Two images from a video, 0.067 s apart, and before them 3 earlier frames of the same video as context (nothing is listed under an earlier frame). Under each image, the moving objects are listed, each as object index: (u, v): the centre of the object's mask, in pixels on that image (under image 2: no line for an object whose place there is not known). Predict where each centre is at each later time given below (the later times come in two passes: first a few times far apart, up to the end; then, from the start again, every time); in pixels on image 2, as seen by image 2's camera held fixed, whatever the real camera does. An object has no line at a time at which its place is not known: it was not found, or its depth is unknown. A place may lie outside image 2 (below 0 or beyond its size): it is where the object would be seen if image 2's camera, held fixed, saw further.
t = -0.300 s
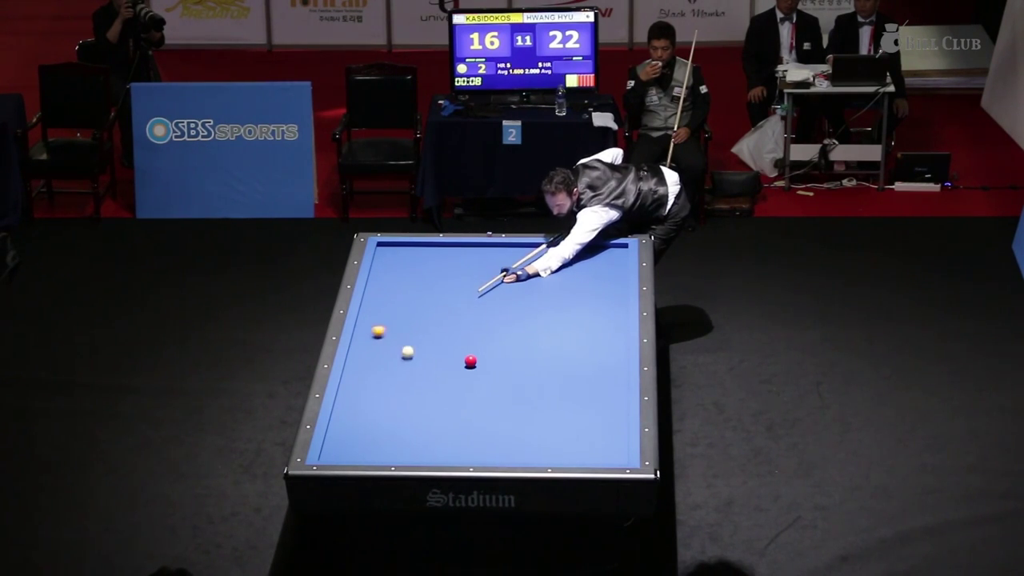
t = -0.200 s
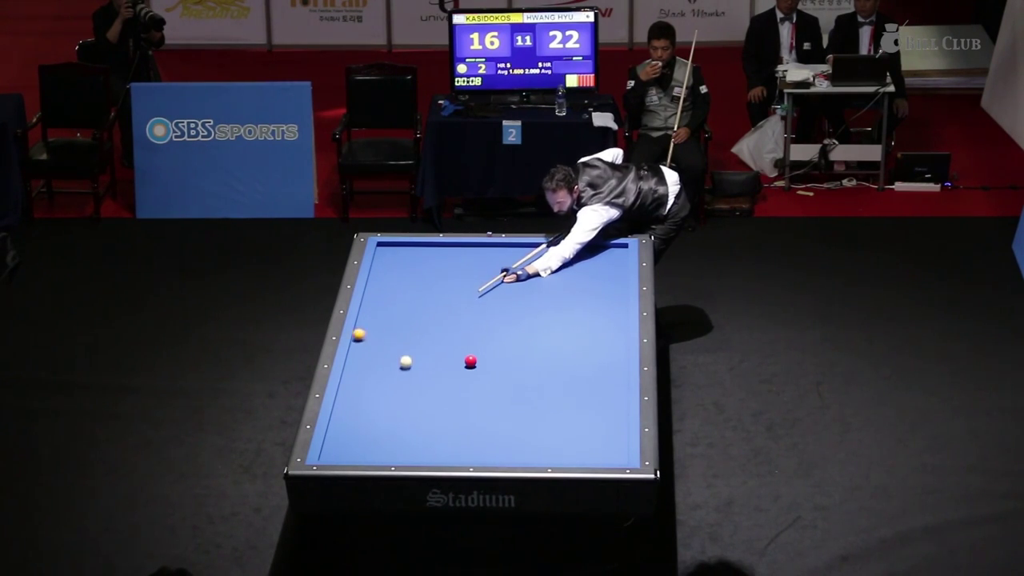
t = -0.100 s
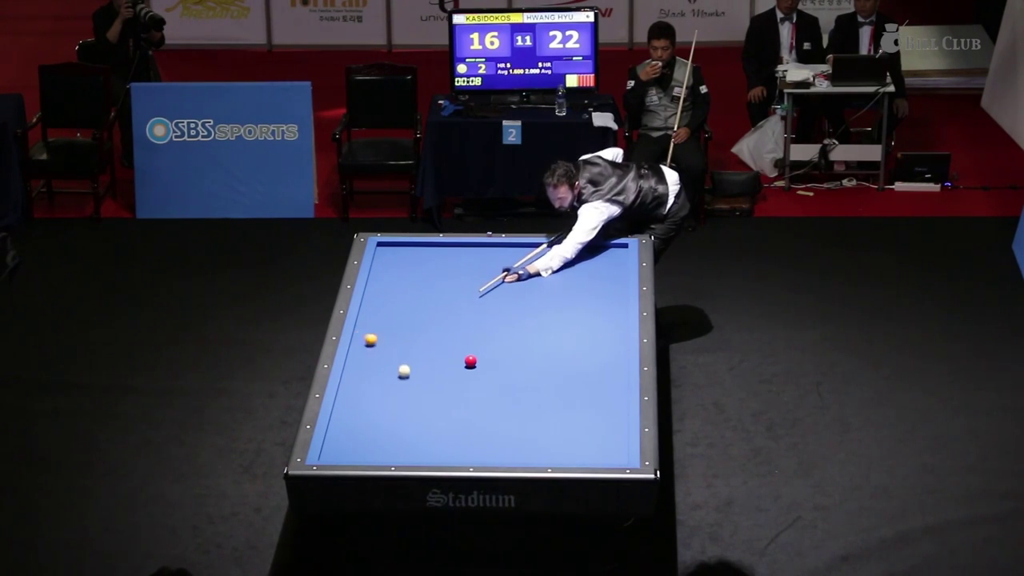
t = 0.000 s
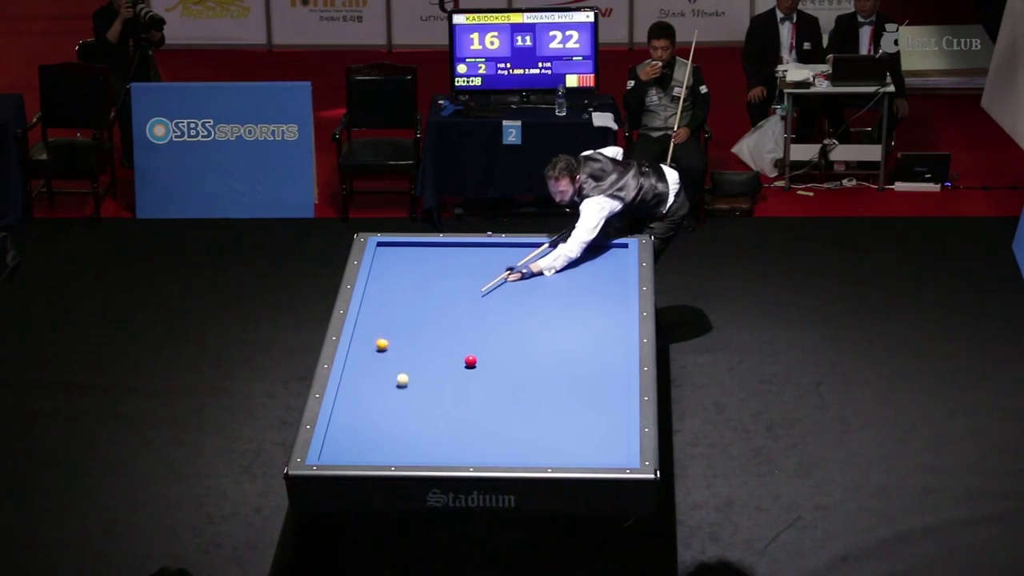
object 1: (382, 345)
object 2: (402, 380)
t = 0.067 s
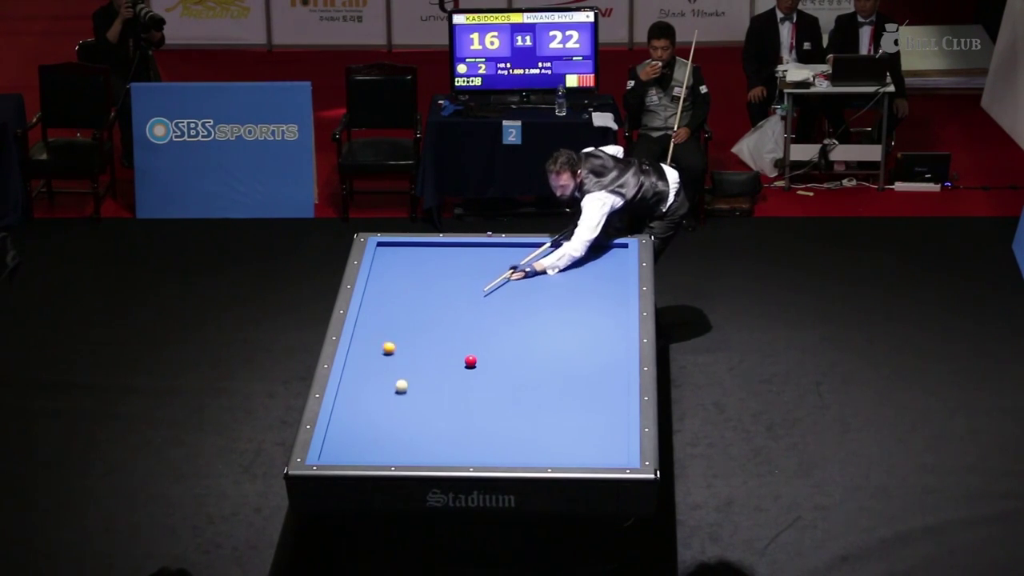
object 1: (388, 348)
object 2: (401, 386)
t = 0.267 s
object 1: (409, 358)
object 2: (398, 404)
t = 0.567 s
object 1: (439, 374)
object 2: (392, 433)
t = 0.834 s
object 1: (467, 387)
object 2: (387, 457)
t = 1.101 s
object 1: (494, 401)
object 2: (389, 442)
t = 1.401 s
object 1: (526, 417)
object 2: (390, 426)
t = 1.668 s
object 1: (554, 431)
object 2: (392, 412)
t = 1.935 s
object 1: (582, 445)
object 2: (393, 399)
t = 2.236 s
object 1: (614, 459)
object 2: (394, 384)
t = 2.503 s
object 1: (609, 453)
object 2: (396, 372)
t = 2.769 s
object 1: (594, 444)
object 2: (397, 361)
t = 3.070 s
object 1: (577, 435)
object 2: (398, 348)
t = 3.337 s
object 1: (563, 427)
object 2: (399, 338)
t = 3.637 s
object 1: (548, 418)
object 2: (400, 326)
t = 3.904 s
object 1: (535, 411)
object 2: (402, 317)
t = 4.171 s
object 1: (523, 404)
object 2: (403, 308)
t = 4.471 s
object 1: (509, 397)
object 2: (404, 298)
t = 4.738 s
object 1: (498, 391)
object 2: (405, 289)
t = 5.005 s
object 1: (487, 385)
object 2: (406, 281)
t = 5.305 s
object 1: (475, 378)
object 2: (408, 273)
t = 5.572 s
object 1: (466, 372)
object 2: (409, 265)
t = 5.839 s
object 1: (456, 368)
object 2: (410, 259)
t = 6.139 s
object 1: (446, 362)
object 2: (411, 251)
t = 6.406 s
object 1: (438, 357)
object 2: (413, 245)
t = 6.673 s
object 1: (430, 353)
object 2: (412, 247)
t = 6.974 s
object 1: (421, 348)
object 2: (411, 251)
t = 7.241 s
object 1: (414, 344)
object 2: (409, 254)
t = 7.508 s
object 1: (407, 340)
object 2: (408, 257)
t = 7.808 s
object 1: (399, 336)
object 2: (407, 261)
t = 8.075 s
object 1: (393, 333)
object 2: (405, 263)
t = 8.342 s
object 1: (388, 330)
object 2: (404, 266)
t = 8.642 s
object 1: (382, 327)
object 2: (403, 269)
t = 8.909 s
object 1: (377, 324)
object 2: (402, 271)
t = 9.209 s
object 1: (371, 322)
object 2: (401, 274)
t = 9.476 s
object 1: (367, 319)
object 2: (401, 275)
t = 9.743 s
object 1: (363, 317)
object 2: (400, 277)
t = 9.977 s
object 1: (365, 316)
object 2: (400, 278)
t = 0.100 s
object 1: (392, 350)
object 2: (401, 389)
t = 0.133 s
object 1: (395, 352)
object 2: (400, 392)
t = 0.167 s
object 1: (399, 353)
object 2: (399, 395)
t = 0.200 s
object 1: (402, 355)
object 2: (399, 398)
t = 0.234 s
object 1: (405, 356)
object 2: (398, 401)
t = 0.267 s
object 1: (409, 358)
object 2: (398, 404)
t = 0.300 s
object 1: (412, 360)
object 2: (397, 407)
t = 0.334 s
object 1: (415, 362)
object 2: (396, 411)
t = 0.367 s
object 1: (419, 364)
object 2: (396, 414)
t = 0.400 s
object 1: (422, 365)
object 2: (395, 417)
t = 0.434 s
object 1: (425, 367)
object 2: (395, 420)
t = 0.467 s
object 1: (429, 368)
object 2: (394, 423)
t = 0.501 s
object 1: (432, 370)
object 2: (393, 427)
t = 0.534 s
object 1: (436, 372)
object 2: (393, 430)
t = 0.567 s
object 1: (439, 374)
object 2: (392, 433)
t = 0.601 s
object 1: (442, 375)
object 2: (391, 436)
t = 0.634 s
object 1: (446, 377)
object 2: (391, 440)
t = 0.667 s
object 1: (449, 379)
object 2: (390, 443)
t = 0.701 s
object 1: (453, 381)
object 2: (390, 446)
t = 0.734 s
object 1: (456, 382)
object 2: (389, 449)
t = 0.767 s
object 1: (460, 384)
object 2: (389, 453)
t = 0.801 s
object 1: (463, 386)
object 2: (388, 455)
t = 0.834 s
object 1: (467, 387)
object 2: (387, 457)
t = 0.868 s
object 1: (470, 389)
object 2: (388, 456)
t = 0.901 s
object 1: (473, 391)
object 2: (388, 454)
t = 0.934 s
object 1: (477, 393)
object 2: (388, 452)
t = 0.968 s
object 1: (480, 394)
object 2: (388, 450)
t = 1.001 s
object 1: (484, 396)
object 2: (389, 448)
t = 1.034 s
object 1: (487, 398)
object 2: (389, 446)
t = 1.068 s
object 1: (491, 400)
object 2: (389, 444)
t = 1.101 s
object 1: (494, 401)
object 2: (389, 442)
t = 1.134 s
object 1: (498, 403)
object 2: (389, 441)
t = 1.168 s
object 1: (501, 405)
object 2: (390, 439)
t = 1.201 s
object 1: (505, 407)
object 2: (390, 437)
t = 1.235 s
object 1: (508, 408)
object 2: (390, 435)
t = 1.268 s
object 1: (512, 410)
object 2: (390, 433)
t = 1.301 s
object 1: (515, 412)
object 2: (390, 431)
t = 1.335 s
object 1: (519, 414)
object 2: (390, 430)
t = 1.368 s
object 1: (522, 416)
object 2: (390, 428)
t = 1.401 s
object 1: (526, 417)
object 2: (390, 426)
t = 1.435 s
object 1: (529, 419)
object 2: (391, 424)
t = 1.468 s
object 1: (533, 421)
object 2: (391, 422)
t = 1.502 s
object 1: (536, 423)
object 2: (391, 421)
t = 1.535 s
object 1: (540, 424)
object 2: (391, 419)
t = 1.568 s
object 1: (543, 426)
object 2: (391, 417)
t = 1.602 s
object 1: (547, 428)
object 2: (391, 415)
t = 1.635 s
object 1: (550, 429)
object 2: (391, 414)
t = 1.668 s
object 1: (554, 431)
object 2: (392, 412)
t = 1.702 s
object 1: (557, 433)
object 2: (392, 410)
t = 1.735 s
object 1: (561, 435)
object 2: (392, 409)
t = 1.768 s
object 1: (564, 437)
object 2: (392, 407)
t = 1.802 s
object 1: (568, 439)
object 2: (392, 405)
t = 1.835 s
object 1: (572, 441)
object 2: (392, 404)
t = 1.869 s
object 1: (575, 442)
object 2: (393, 402)
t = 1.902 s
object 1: (579, 444)
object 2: (393, 400)
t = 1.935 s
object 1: (582, 445)
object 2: (393, 399)
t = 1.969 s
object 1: (586, 447)
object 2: (393, 397)
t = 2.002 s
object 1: (589, 449)
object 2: (393, 395)
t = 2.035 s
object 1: (593, 451)
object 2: (394, 394)
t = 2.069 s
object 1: (597, 453)
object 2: (394, 392)
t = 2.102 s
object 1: (600, 454)
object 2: (394, 391)
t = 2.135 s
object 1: (604, 456)
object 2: (394, 389)
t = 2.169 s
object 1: (607, 457)
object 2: (394, 387)
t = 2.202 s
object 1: (611, 458)
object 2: (394, 386)
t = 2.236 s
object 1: (614, 459)
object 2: (394, 384)
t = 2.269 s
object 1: (618, 459)
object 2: (394, 383)
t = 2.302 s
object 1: (621, 459)
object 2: (395, 381)
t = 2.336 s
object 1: (619, 458)
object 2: (395, 380)
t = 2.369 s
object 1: (617, 457)
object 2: (395, 378)
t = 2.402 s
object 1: (615, 456)
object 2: (395, 376)
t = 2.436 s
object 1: (613, 456)
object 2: (395, 375)
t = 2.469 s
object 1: (611, 454)
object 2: (395, 373)
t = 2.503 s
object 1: (609, 453)
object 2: (396, 372)
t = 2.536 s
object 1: (607, 452)
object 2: (396, 371)
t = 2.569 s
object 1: (605, 451)
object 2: (396, 369)
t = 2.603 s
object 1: (603, 450)
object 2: (396, 368)
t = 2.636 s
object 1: (601, 449)
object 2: (396, 366)
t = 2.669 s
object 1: (599, 448)
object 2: (396, 365)
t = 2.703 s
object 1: (597, 447)
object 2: (396, 363)
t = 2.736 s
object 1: (595, 445)
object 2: (397, 362)
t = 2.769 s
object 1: (594, 444)
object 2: (397, 361)
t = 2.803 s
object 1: (592, 443)
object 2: (397, 359)
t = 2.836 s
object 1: (590, 442)
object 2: (397, 358)
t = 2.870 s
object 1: (588, 441)
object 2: (397, 356)
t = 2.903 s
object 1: (586, 440)
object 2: (397, 355)
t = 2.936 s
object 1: (584, 439)
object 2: (397, 354)
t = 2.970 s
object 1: (583, 438)
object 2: (397, 352)
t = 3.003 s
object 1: (581, 437)
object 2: (398, 351)
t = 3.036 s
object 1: (579, 436)
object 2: (398, 350)
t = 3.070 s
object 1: (577, 435)
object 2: (398, 348)
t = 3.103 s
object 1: (575, 434)
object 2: (398, 347)
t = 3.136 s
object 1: (574, 433)
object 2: (398, 346)
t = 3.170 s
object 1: (572, 432)
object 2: (398, 344)
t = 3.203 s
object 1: (570, 431)
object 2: (399, 343)
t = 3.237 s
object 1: (569, 430)
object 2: (399, 341)
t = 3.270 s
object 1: (567, 429)
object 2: (399, 340)
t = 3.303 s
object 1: (565, 428)
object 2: (399, 339)
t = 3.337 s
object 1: (563, 427)
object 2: (399, 338)
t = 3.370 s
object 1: (561, 426)
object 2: (399, 337)
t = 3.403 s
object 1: (560, 425)
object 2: (400, 335)
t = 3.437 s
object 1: (558, 424)
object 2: (399, 334)
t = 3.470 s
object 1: (557, 423)
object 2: (400, 333)
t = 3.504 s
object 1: (555, 422)
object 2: (400, 332)
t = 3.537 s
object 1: (553, 421)
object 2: (400, 330)
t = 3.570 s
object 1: (552, 420)
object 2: (400, 329)
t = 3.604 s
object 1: (550, 419)
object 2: (400, 328)
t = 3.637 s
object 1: (548, 418)
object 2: (400, 326)
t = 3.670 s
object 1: (546, 418)
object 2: (400, 325)
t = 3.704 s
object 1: (545, 417)
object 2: (401, 324)
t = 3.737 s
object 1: (543, 416)
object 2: (401, 323)
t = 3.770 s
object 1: (542, 415)
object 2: (401, 321)
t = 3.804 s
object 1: (540, 414)
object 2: (401, 320)
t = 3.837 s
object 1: (538, 413)
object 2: (401, 319)
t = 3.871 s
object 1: (537, 412)
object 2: (402, 318)
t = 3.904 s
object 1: (535, 411)
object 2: (402, 317)
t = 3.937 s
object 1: (534, 410)
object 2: (402, 315)
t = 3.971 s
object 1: (532, 410)
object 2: (402, 314)
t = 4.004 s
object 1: (530, 408)
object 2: (402, 313)
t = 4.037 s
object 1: (529, 408)
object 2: (402, 312)
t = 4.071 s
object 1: (527, 407)
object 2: (402, 311)
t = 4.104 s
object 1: (526, 406)
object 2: (403, 310)
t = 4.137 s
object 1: (524, 405)
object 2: (403, 309)
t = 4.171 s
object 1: (523, 404)
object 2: (403, 308)
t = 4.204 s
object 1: (521, 403)
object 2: (403, 307)
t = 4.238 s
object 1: (520, 403)
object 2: (403, 306)
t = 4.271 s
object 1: (518, 402)
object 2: (403, 304)
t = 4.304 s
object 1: (517, 401)
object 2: (404, 303)
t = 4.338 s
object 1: (515, 400)
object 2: (404, 302)
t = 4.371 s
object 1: (514, 399)
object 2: (404, 301)
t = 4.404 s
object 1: (512, 398)
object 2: (404, 300)
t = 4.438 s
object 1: (511, 398)
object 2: (404, 299)
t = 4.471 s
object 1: (509, 397)
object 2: (404, 298)
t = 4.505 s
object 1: (508, 396)
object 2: (404, 297)
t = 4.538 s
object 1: (506, 395)
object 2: (404, 296)
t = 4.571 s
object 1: (505, 394)
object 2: (404, 295)
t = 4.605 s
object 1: (504, 394)
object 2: (404, 293)
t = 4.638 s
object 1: (502, 393)
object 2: (405, 292)
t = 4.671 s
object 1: (501, 392)
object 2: (405, 292)
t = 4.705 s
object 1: (499, 391)
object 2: (405, 291)
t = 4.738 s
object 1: (498, 391)
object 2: (405, 289)
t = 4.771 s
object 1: (497, 390)
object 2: (406, 288)
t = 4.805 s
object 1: (495, 389)
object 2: (405, 287)
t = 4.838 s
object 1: (494, 389)
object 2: (405, 286)
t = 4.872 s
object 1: (493, 388)
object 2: (406, 285)
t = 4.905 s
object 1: (491, 387)
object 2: (406, 284)
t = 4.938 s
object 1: (490, 386)
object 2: (406, 284)
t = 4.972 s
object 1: (488, 385)
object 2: (406, 282)
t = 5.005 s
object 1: (487, 385)
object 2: (406, 281)
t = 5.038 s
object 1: (486, 384)
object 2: (406, 280)
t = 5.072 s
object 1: (484, 383)
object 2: (407, 279)
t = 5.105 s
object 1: (483, 382)
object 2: (407, 278)
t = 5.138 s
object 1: (482, 382)
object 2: (407, 277)
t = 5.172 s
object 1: (480, 381)
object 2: (407, 276)
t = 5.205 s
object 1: (479, 380)
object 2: (407, 275)
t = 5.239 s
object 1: (478, 380)
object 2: (407, 275)
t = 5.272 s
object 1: (477, 379)
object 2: (408, 274)
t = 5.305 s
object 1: (475, 378)
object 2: (408, 273)
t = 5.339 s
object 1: (474, 378)
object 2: (408, 272)
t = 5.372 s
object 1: (473, 377)
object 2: (408, 271)
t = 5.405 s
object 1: (472, 376)
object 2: (408, 270)
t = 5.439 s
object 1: (471, 376)
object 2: (408, 269)
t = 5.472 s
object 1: (469, 375)
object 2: (408, 268)
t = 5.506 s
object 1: (468, 374)
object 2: (409, 267)
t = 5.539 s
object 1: (467, 374)
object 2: (409, 266)
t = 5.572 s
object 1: (466, 372)
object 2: (409, 265)
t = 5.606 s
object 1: (464, 372)
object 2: (409, 265)
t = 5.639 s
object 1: (463, 371)
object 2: (409, 264)
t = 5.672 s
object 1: (462, 371)
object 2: (409, 263)
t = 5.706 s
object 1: (461, 370)
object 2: (410, 262)
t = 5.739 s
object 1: (460, 369)
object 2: (410, 261)
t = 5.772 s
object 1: (459, 369)
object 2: (410, 260)
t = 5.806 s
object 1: (457, 368)
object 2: (410, 259)
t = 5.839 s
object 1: (456, 368)
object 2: (410, 259)
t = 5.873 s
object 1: (455, 367)
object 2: (410, 258)
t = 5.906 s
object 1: (454, 366)
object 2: (410, 257)
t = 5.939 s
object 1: (453, 365)
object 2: (410, 256)
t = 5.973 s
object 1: (452, 365)
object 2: (411, 255)
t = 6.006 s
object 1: (451, 364)
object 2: (411, 254)
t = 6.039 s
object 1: (449, 364)
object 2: (411, 254)
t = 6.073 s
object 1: (448, 363)
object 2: (411, 253)
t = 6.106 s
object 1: (447, 363)
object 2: (411, 252)
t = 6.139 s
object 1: (446, 362)
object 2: (411, 251)
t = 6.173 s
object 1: (445, 361)
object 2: (412, 250)
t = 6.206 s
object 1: (444, 361)
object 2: (412, 249)
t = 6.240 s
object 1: (443, 360)
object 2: (412, 249)
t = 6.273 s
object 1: (442, 360)
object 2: (412, 248)
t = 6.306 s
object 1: (441, 359)
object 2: (412, 247)
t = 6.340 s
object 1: (440, 359)
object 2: (412, 246)
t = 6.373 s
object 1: (439, 358)
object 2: (413, 245)
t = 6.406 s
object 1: (438, 357)
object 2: (413, 245)
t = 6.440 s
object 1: (437, 357)
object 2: (413, 244)
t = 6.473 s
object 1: (436, 356)
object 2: (413, 244)
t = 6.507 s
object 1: (435, 356)
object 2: (413, 245)
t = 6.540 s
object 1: (434, 355)
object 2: (413, 245)
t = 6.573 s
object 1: (433, 355)
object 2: (412, 246)
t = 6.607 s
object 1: (432, 354)
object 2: (412, 246)
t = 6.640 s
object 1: (431, 354)
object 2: (412, 246)
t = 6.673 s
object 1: (430, 353)
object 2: (412, 247)
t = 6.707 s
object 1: (429, 353)
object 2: (412, 247)
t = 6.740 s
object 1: (427, 352)
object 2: (412, 248)
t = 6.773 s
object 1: (427, 351)
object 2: (411, 248)
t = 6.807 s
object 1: (426, 351)
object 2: (411, 249)
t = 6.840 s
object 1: (425, 350)
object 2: (411, 249)
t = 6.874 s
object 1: (424, 350)
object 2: (411, 250)
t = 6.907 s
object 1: (423, 349)
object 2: (411, 250)
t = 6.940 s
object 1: (422, 349)
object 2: (411, 250)
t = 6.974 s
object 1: (421, 348)
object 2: (411, 251)
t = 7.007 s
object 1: (420, 348)
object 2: (410, 251)
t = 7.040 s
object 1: (419, 347)
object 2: (410, 252)
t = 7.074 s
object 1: (418, 347)
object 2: (410, 252)
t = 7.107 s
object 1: (417, 346)
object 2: (410, 252)
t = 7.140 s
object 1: (416, 346)
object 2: (410, 253)
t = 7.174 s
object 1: (415, 345)
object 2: (410, 253)
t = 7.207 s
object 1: (414, 345)
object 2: (409, 254)
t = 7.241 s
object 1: (414, 344)
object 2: (409, 254)
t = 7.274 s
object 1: (413, 344)
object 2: (409, 254)
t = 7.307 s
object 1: (412, 343)
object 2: (409, 255)
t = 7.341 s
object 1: (411, 342)
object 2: (409, 255)
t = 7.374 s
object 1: (410, 342)
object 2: (409, 256)
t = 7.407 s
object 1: (409, 342)
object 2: (409, 256)
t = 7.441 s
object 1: (408, 341)
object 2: (408, 257)
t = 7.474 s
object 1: (408, 341)
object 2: (408, 257)
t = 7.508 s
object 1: (407, 340)
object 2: (408, 257)
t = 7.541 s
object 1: (406, 340)
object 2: (408, 258)
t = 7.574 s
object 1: (405, 339)
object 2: (408, 258)
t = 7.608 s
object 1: (404, 339)
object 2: (408, 258)
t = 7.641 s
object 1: (403, 339)
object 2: (407, 259)
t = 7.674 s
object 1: (403, 338)
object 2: (407, 259)
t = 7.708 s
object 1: (402, 338)
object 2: (407, 260)
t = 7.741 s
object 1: (401, 337)
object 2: (407, 260)
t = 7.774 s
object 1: (400, 337)
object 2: (407, 260)
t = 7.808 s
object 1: (399, 336)
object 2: (407, 261)
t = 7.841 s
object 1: (399, 336)
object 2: (407, 261)
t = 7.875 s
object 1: (398, 336)
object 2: (406, 261)
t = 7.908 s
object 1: (397, 335)
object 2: (406, 262)
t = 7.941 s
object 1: (396, 335)
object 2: (406, 262)
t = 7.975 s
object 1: (396, 334)
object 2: (406, 262)
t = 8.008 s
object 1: (395, 334)
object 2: (406, 263)
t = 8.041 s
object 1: (394, 333)
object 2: (406, 263)
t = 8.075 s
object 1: (393, 333)
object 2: (405, 263)
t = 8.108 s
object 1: (393, 333)
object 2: (405, 264)
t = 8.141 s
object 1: (392, 332)
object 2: (405, 264)
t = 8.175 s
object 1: (391, 332)
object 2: (405, 265)
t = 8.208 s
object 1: (390, 332)
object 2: (405, 265)
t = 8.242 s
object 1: (390, 331)
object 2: (405, 265)
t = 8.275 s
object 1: (389, 331)
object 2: (405, 265)
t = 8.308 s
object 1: (388, 330)
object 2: (405, 266)
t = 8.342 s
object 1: (388, 330)
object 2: (404, 266)
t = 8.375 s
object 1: (387, 330)
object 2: (404, 266)
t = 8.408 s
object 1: (386, 329)
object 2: (404, 267)
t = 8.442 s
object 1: (386, 329)
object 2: (404, 267)
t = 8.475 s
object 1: (385, 329)
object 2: (404, 268)
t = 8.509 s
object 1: (384, 328)
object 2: (404, 268)
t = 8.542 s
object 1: (384, 328)
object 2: (404, 268)
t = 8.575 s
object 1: (383, 327)
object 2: (404, 268)
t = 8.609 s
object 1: (382, 327)
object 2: (403, 269)
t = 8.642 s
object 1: (382, 327)
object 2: (403, 269)
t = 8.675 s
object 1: (381, 326)
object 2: (403, 269)
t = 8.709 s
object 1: (380, 326)
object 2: (403, 270)
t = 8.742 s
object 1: (380, 326)
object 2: (403, 270)
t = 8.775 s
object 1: (379, 326)
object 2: (403, 270)
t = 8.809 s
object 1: (378, 325)
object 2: (403, 271)
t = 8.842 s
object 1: (378, 325)
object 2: (403, 271)
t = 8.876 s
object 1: (377, 325)
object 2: (402, 271)
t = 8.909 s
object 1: (377, 324)
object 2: (402, 271)
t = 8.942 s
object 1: (376, 324)
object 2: (402, 272)
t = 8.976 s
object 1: (375, 324)
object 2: (402, 272)
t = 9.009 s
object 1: (375, 323)
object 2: (402, 272)
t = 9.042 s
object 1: (374, 323)
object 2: (402, 272)
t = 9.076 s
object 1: (374, 323)
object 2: (402, 273)
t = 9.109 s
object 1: (373, 322)
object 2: (402, 273)
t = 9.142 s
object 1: (373, 322)
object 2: (402, 273)
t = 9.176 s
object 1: (372, 322)
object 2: (402, 273)
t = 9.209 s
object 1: (371, 322)
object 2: (401, 274)
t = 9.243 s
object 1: (371, 321)
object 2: (401, 274)
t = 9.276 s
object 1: (370, 321)
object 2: (401, 274)
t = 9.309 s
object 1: (370, 321)
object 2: (401, 274)
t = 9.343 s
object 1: (369, 320)
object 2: (401, 275)
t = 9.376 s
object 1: (368, 320)
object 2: (401, 275)
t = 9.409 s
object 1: (368, 320)
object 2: (401, 275)
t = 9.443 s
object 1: (367, 320)
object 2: (401, 275)
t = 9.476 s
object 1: (367, 319)
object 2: (401, 275)
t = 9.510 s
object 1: (366, 319)
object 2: (401, 276)
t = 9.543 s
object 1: (366, 319)
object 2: (401, 276)
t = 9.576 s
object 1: (365, 319)
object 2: (401, 276)
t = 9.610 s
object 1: (365, 318)
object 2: (401, 276)
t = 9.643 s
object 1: (364, 318)
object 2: (400, 276)
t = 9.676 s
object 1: (364, 318)
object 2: (400, 277)
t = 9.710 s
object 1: (363, 318)
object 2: (400, 277)
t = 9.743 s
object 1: (363, 317)
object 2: (400, 277)
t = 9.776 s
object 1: (363, 317)
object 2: (400, 277)
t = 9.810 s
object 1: (363, 317)
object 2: (400, 278)
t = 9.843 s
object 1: (363, 317)
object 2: (400, 278)
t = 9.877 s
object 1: (364, 317)
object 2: (400, 278)
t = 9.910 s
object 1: (364, 316)
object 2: (400, 278)
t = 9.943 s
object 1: (364, 316)
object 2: (400, 278)
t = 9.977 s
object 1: (365, 316)
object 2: (400, 278)
